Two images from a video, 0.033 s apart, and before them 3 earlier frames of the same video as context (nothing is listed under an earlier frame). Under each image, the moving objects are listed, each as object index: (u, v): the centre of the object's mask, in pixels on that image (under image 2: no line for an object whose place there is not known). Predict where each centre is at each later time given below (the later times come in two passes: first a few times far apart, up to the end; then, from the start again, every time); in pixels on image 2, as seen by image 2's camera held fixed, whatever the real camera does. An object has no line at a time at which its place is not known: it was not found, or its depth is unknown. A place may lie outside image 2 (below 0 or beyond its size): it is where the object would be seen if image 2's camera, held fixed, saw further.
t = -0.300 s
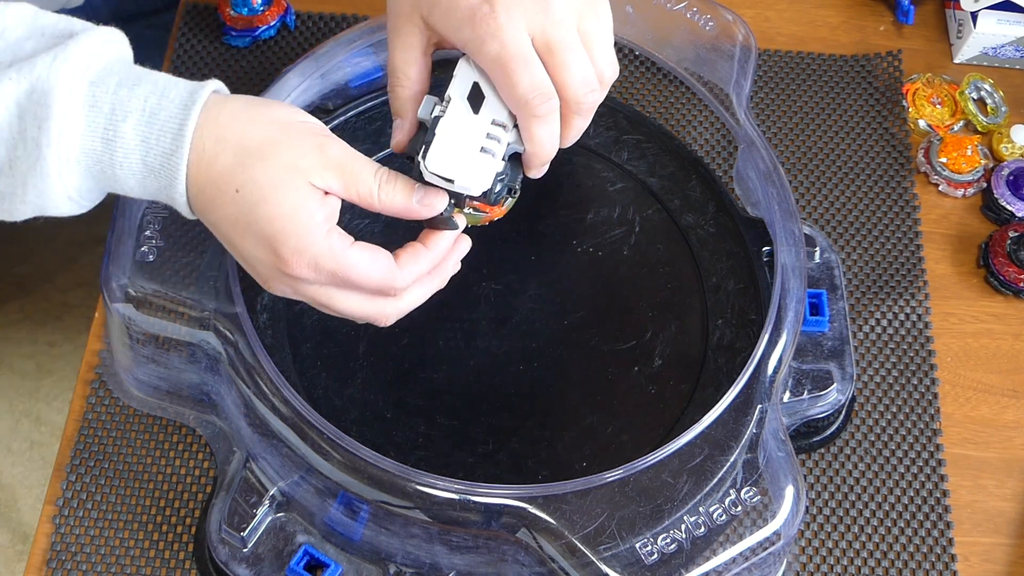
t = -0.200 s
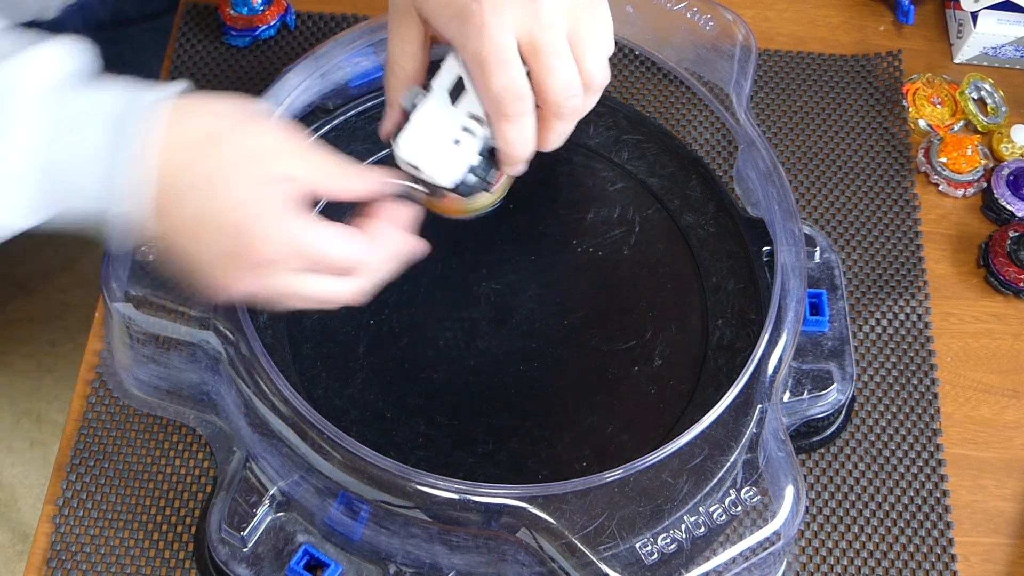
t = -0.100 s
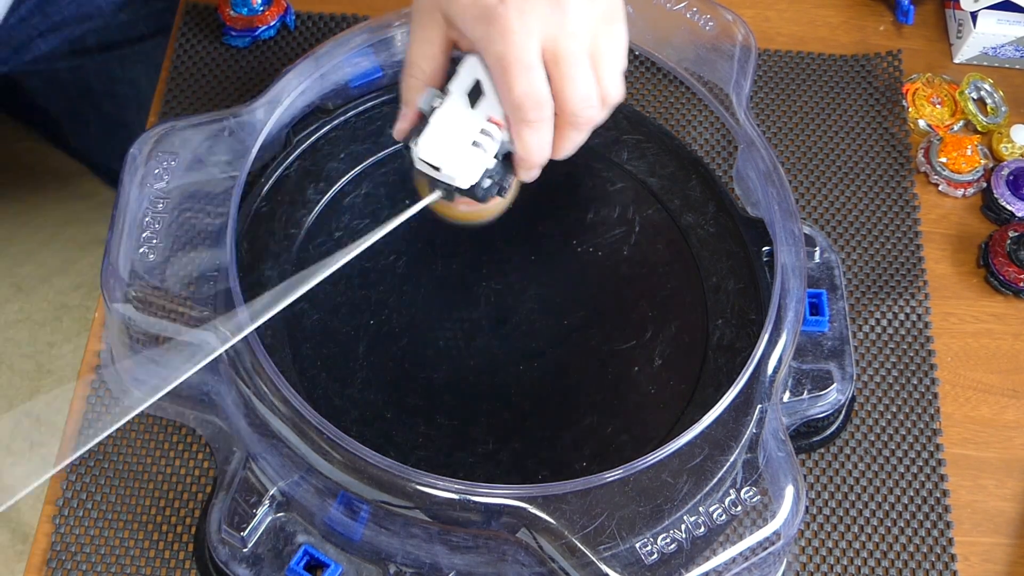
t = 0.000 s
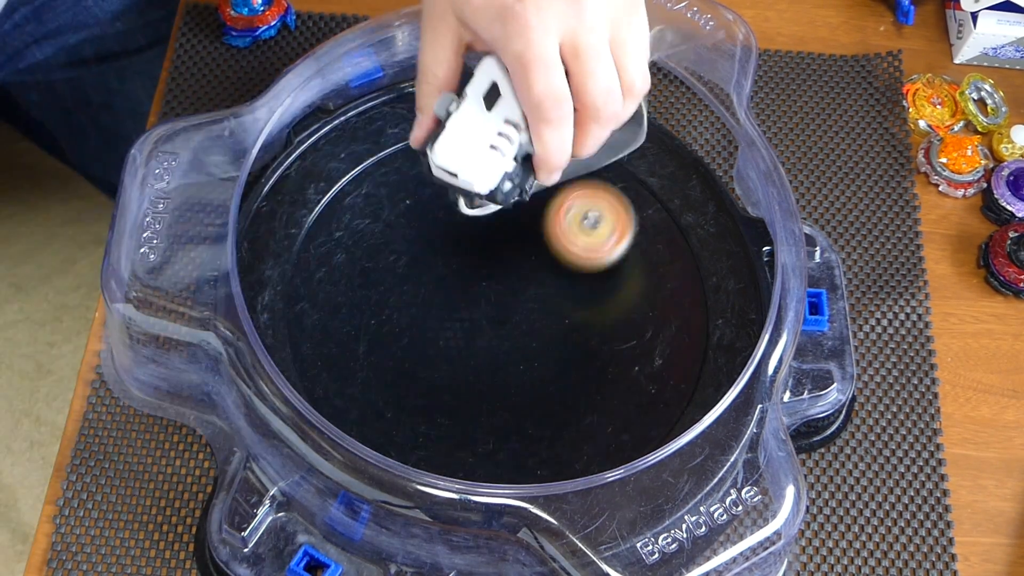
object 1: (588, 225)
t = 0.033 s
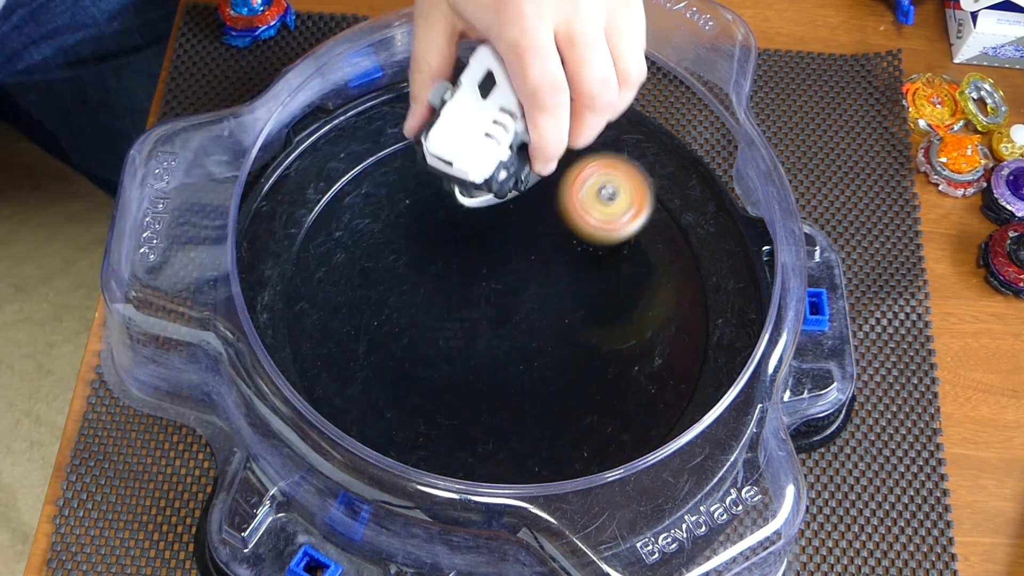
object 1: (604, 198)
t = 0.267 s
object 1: (628, 186)
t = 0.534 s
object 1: (495, 225)
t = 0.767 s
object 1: (469, 316)
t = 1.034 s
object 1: (540, 290)
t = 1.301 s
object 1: (526, 243)
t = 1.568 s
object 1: (529, 325)
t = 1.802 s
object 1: (559, 320)
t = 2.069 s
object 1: (539, 288)
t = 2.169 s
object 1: (518, 316)
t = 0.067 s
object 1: (615, 180)
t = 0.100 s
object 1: (627, 173)
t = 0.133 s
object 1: (641, 176)
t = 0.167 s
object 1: (648, 190)
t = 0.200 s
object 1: (648, 212)
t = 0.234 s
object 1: (639, 200)
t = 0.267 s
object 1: (628, 186)
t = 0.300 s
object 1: (611, 182)
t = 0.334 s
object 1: (593, 189)
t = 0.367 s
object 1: (573, 199)
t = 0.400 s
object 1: (558, 194)
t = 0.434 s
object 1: (542, 198)
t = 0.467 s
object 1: (525, 202)
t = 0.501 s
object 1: (508, 213)
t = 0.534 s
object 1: (495, 225)
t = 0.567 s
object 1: (481, 239)
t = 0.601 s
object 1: (469, 254)
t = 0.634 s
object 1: (460, 268)
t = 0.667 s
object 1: (455, 281)
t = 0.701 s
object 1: (456, 295)
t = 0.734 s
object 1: (462, 308)
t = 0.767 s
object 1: (469, 316)
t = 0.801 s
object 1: (478, 322)
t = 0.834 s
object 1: (488, 325)
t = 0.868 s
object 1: (499, 324)
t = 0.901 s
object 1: (512, 321)
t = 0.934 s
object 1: (522, 314)
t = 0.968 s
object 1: (530, 305)
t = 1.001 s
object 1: (535, 297)
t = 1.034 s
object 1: (540, 290)
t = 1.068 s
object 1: (544, 282)
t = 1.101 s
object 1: (549, 273)
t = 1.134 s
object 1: (550, 264)
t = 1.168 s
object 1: (548, 254)
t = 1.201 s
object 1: (545, 247)
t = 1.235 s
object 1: (540, 242)
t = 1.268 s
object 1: (533, 241)
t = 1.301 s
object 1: (526, 243)
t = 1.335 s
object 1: (520, 250)
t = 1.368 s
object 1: (514, 260)
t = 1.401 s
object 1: (511, 272)
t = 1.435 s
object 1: (511, 285)
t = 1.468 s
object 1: (514, 298)
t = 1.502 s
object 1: (517, 309)
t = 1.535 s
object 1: (522, 317)
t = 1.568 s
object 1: (529, 325)
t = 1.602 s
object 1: (535, 329)
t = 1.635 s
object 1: (539, 332)
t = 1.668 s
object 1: (543, 333)
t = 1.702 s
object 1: (549, 332)
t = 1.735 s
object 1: (552, 330)
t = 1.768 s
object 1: (555, 325)
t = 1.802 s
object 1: (559, 320)
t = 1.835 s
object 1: (562, 312)
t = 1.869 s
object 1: (564, 303)
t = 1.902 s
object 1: (563, 293)
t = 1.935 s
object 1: (562, 286)
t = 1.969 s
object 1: (560, 282)
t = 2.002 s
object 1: (555, 281)
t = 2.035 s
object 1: (548, 283)
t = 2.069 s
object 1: (539, 288)
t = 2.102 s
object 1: (531, 295)
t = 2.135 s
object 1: (524, 305)
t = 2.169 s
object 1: (518, 316)
